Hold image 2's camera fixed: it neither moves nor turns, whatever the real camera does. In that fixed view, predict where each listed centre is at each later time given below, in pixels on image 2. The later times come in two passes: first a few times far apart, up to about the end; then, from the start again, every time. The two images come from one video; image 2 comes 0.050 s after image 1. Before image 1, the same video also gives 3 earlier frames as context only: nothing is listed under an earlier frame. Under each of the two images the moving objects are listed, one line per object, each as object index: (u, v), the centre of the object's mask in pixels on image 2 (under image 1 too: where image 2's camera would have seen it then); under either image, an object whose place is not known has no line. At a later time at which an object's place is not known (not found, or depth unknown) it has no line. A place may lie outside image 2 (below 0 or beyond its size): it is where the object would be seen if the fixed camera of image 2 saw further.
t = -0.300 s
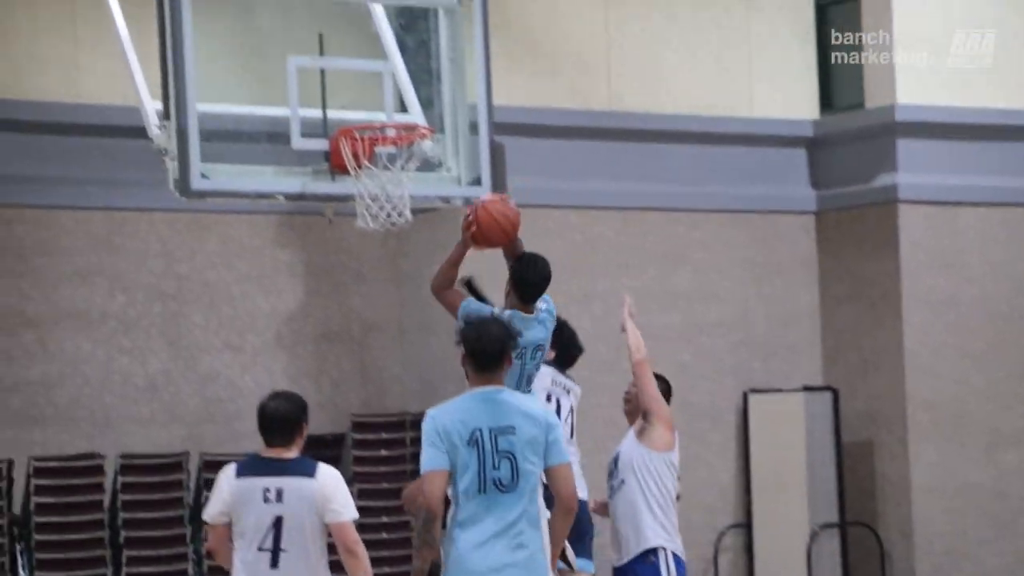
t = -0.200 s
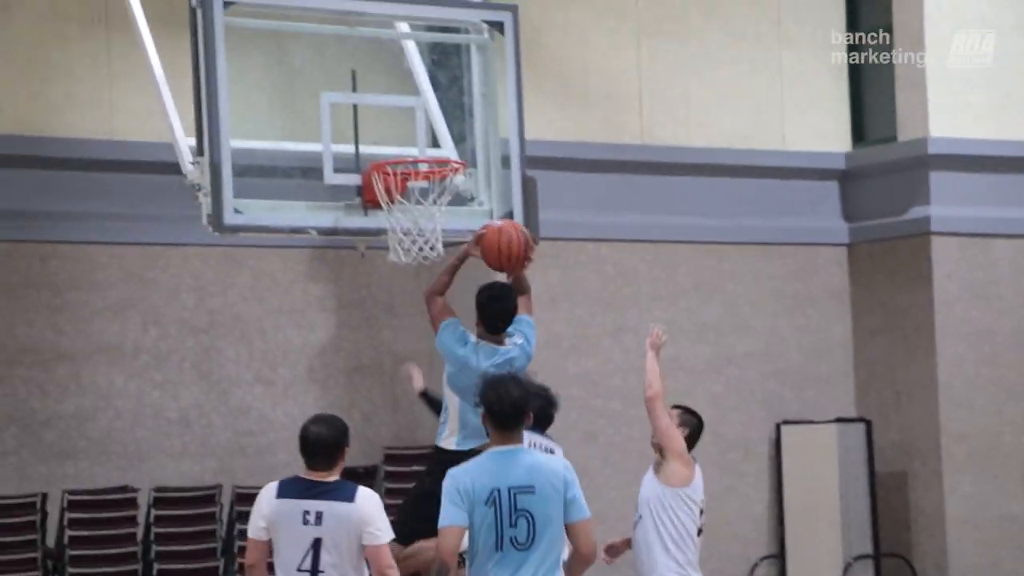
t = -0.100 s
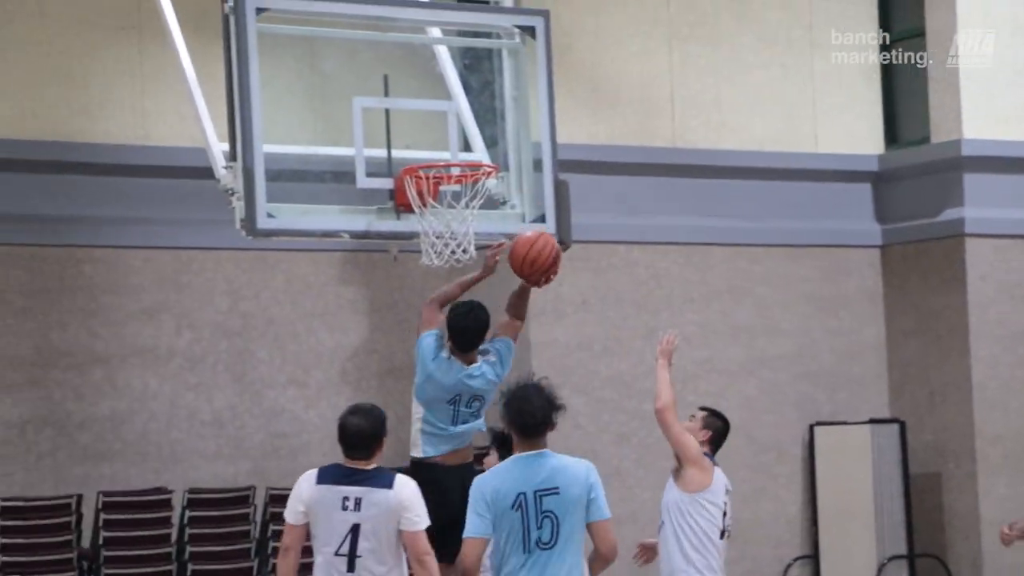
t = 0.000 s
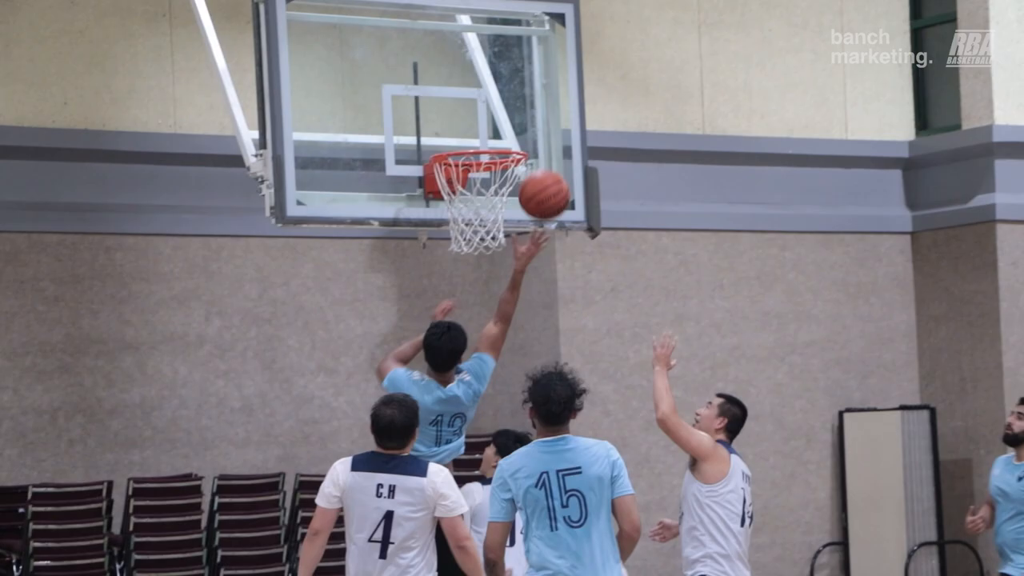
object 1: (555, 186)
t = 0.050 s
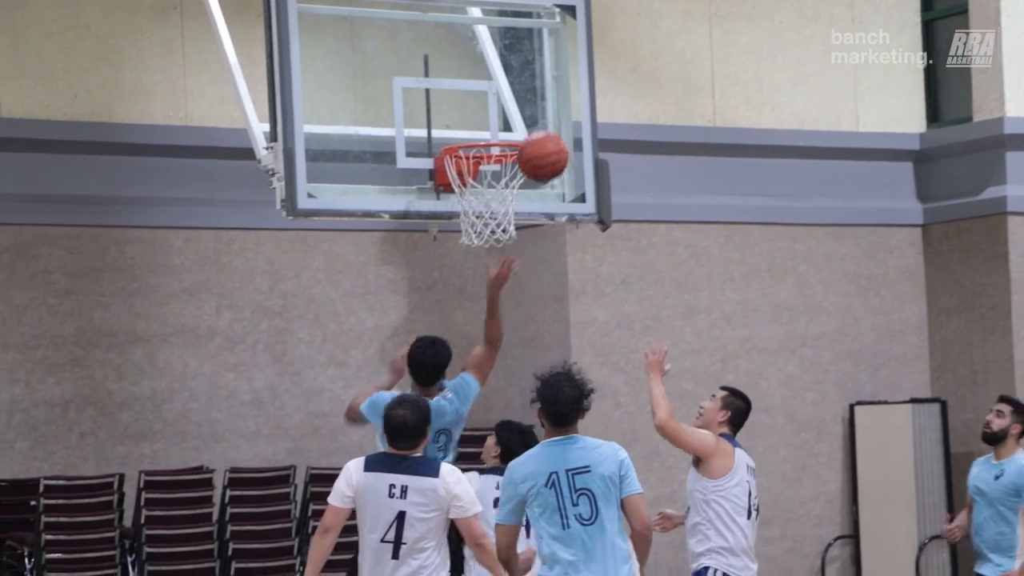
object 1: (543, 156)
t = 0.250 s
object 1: (495, 87)
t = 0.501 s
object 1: (446, 112)
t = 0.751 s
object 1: (433, 126)
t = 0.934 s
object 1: (414, 139)
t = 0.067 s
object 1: (538, 147)
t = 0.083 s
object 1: (534, 139)
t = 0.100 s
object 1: (529, 131)
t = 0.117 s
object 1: (525, 124)
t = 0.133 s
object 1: (521, 117)
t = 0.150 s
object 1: (518, 110)
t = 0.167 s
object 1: (514, 104)
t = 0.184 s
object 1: (510, 100)
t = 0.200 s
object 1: (506, 96)
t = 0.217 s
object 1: (502, 92)
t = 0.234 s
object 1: (498, 89)
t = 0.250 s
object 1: (495, 87)
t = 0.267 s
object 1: (491, 84)
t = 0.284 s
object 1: (487, 83)
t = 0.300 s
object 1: (484, 82)
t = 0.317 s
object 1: (481, 81)
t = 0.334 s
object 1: (478, 82)
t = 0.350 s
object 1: (474, 83)
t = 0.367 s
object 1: (471, 85)
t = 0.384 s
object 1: (468, 85)
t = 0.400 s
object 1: (465, 87)
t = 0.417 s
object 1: (461, 90)
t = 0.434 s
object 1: (458, 94)
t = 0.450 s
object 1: (455, 97)
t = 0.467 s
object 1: (452, 102)
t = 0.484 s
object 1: (449, 107)
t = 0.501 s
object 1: (446, 112)
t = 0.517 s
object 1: (442, 118)
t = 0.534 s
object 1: (440, 124)
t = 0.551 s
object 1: (436, 131)
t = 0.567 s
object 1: (433, 135)
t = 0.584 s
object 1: (432, 133)
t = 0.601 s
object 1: (432, 131)
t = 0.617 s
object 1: (432, 129)
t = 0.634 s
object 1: (432, 127)
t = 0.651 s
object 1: (432, 125)
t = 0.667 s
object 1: (432, 124)
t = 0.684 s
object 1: (432, 124)
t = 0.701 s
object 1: (432, 124)
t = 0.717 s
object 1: (432, 124)
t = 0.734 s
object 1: (433, 124)
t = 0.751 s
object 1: (433, 126)
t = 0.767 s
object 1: (433, 128)
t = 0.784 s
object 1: (432, 129)
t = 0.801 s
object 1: (430, 128)
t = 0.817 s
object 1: (428, 128)
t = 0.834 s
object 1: (427, 128)
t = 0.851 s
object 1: (424, 128)
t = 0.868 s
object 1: (423, 128)
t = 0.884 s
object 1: (421, 130)
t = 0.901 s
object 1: (419, 132)
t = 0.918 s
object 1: (417, 135)
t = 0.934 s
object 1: (414, 139)
